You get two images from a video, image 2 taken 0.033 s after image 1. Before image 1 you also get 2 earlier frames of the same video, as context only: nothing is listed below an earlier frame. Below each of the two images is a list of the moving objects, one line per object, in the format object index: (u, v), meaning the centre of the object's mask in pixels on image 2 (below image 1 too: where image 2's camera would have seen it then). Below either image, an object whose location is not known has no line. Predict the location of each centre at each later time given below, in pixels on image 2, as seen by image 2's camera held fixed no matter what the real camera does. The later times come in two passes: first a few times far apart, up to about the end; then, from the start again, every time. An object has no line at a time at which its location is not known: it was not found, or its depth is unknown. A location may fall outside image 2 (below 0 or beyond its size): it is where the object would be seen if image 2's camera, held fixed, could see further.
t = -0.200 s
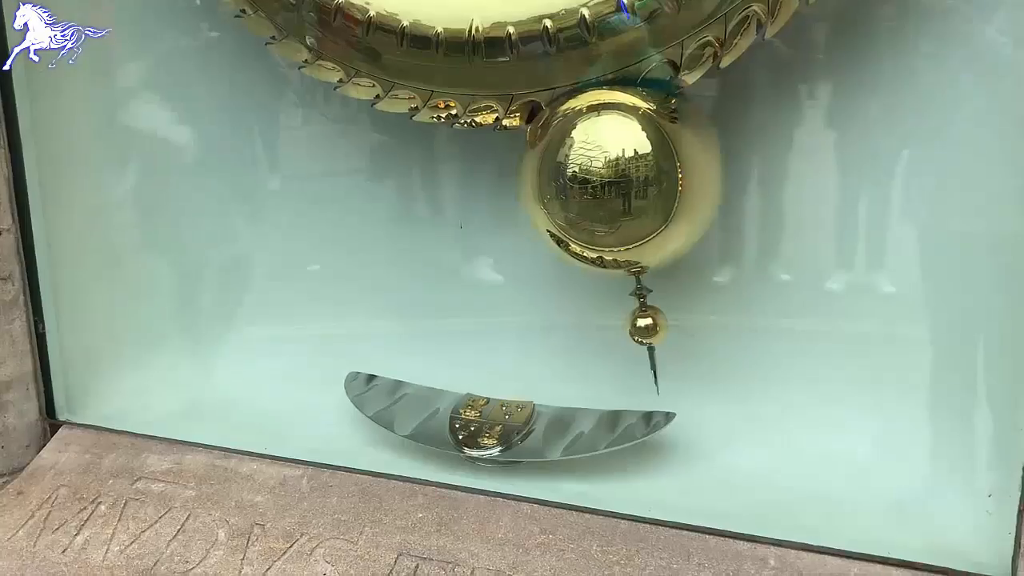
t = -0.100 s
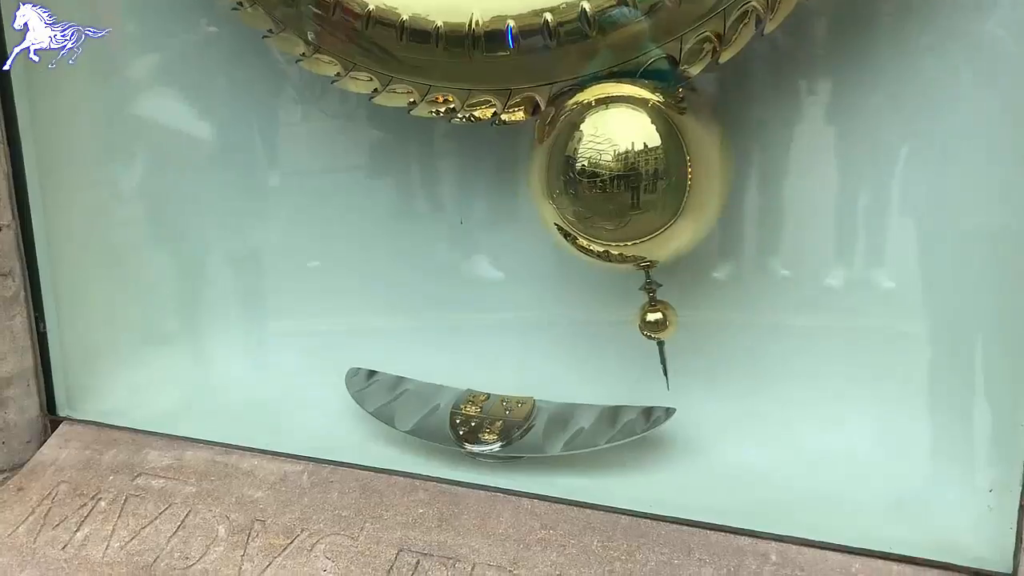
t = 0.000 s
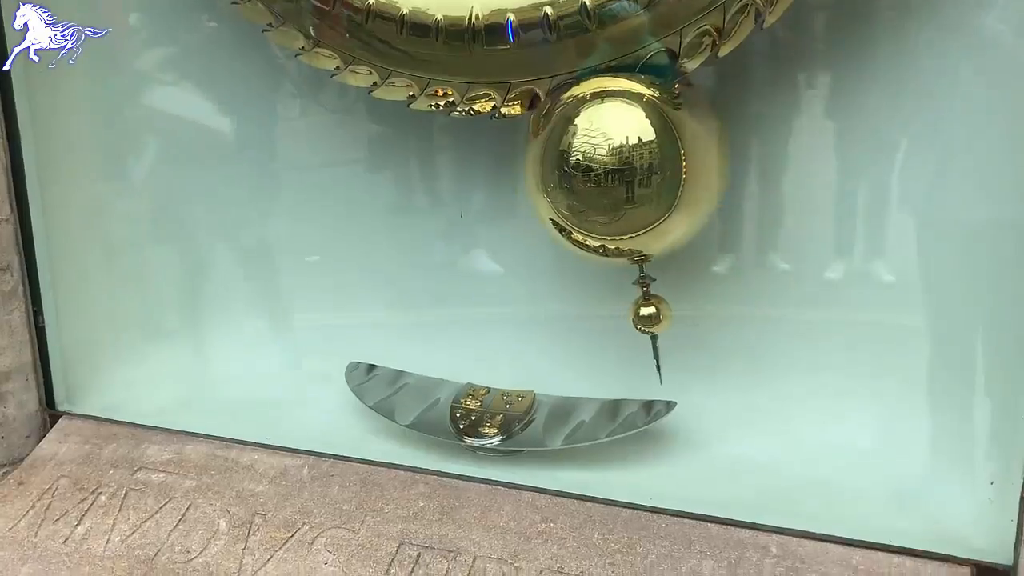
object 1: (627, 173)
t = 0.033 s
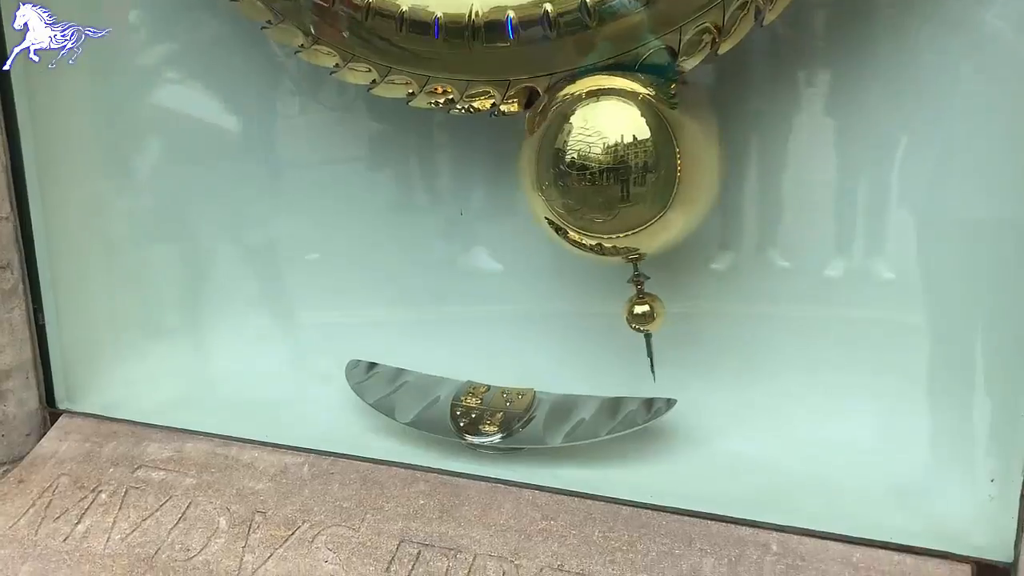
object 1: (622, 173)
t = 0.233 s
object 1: (566, 180)
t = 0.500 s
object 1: (459, 178)
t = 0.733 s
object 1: (389, 168)
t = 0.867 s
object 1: (376, 162)
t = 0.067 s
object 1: (616, 173)
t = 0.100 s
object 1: (609, 174)
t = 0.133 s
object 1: (598, 176)
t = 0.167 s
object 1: (588, 177)
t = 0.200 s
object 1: (578, 178)
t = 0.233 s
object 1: (566, 180)
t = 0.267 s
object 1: (552, 181)
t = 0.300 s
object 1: (538, 181)
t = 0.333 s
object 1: (525, 181)
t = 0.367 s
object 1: (512, 181)
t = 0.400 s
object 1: (499, 181)
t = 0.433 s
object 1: (485, 181)
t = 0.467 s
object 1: (472, 180)
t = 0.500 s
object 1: (459, 178)
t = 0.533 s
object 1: (446, 178)
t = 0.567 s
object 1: (434, 175)
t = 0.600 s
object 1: (423, 174)
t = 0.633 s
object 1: (413, 172)
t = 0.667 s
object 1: (405, 170)
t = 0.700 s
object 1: (396, 169)
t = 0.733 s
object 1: (389, 168)
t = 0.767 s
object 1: (383, 166)
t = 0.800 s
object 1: (378, 166)
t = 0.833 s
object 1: (376, 165)
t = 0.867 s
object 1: (376, 162)
